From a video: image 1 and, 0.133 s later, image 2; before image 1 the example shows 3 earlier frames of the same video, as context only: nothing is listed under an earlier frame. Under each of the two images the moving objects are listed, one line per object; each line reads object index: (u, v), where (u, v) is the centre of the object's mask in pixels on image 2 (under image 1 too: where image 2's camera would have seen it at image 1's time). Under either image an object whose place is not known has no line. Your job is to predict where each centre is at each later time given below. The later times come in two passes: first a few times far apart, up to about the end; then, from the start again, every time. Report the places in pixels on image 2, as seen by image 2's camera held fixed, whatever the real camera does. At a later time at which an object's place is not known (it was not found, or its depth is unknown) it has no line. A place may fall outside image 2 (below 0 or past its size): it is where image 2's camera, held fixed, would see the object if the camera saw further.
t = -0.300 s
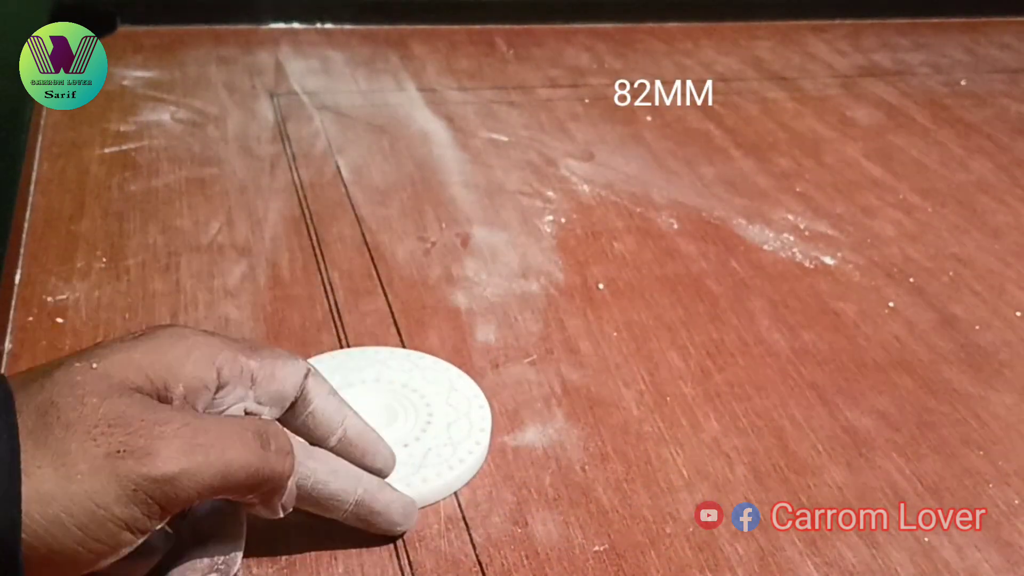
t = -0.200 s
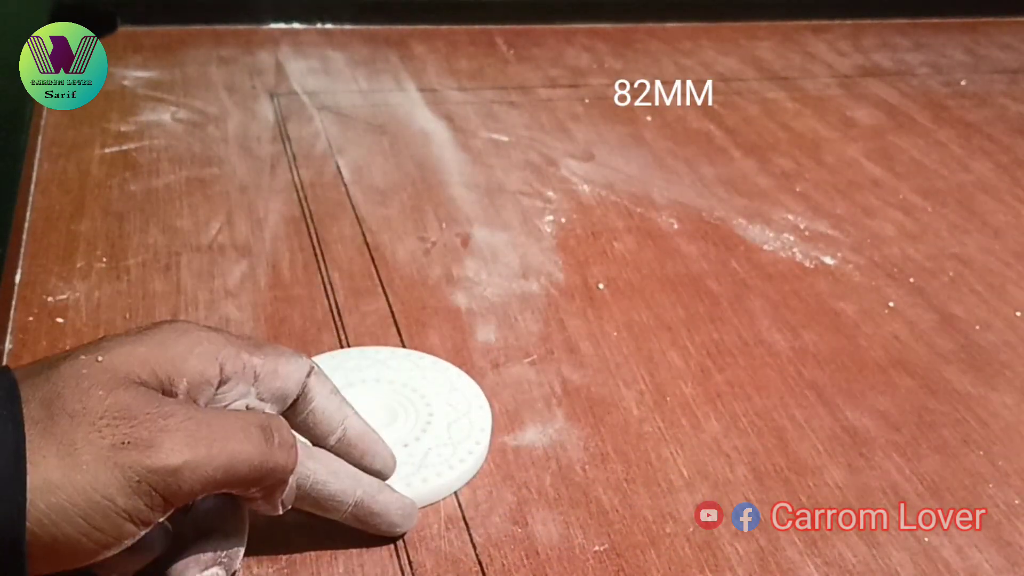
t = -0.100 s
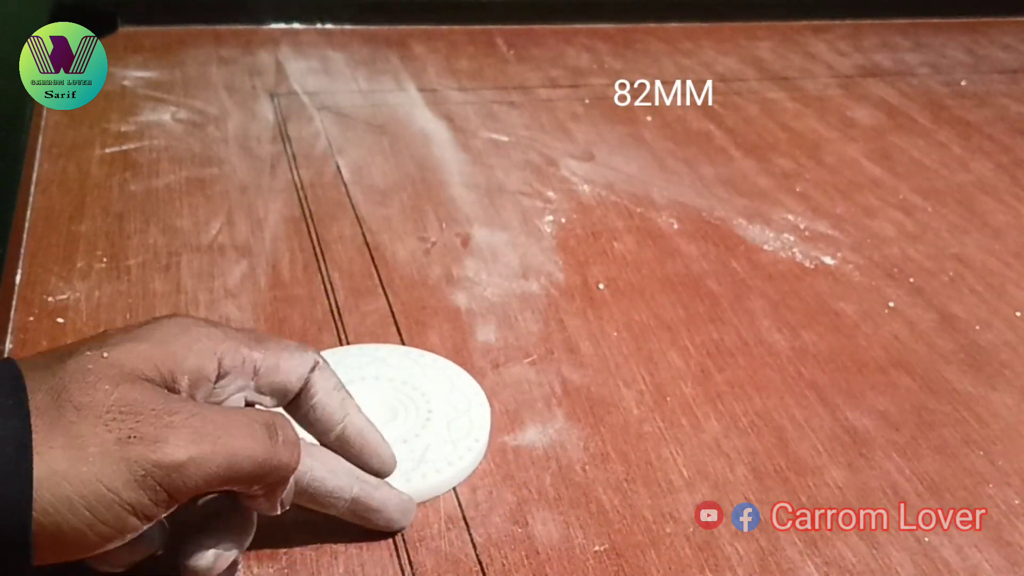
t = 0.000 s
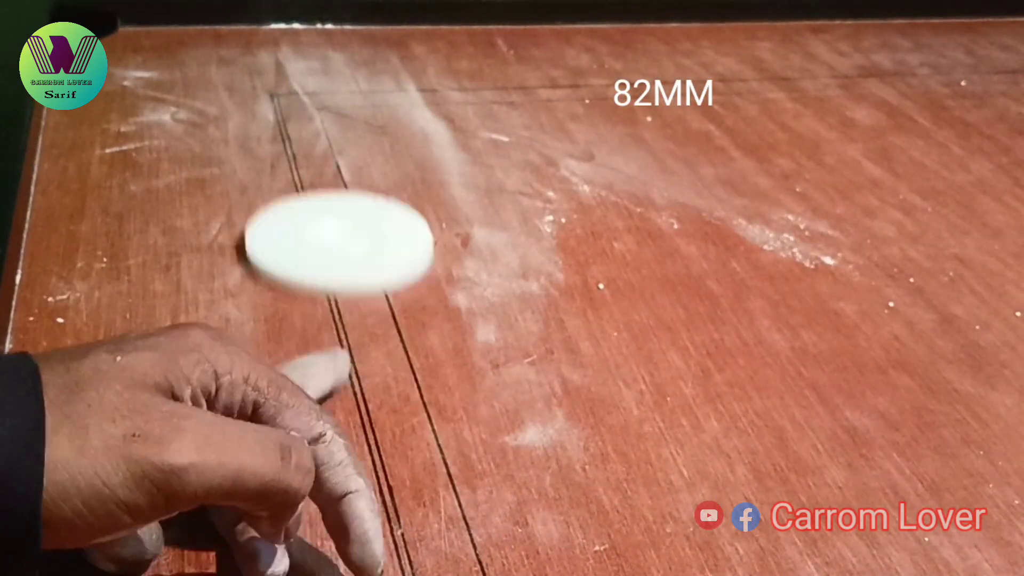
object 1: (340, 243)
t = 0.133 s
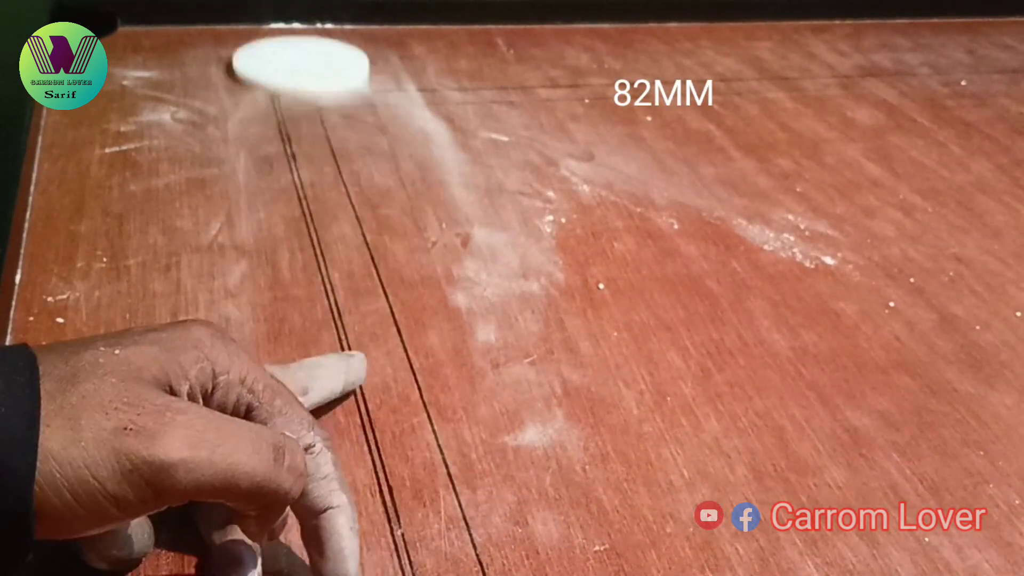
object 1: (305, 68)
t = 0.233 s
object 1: (318, 97)
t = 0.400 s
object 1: (390, 282)
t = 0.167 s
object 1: (298, 43)
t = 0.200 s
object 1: (308, 70)
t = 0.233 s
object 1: (318, 97)
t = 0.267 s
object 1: (330, 128)
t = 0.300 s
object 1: (343, 161)
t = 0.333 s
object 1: (358, 198)
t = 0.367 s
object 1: (373, 238)
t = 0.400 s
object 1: (390, 282)
